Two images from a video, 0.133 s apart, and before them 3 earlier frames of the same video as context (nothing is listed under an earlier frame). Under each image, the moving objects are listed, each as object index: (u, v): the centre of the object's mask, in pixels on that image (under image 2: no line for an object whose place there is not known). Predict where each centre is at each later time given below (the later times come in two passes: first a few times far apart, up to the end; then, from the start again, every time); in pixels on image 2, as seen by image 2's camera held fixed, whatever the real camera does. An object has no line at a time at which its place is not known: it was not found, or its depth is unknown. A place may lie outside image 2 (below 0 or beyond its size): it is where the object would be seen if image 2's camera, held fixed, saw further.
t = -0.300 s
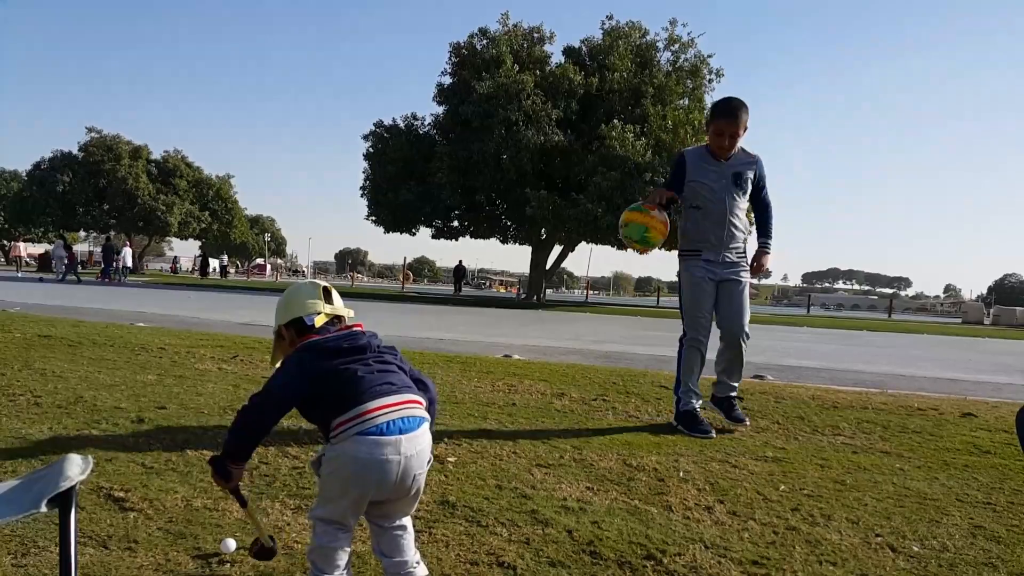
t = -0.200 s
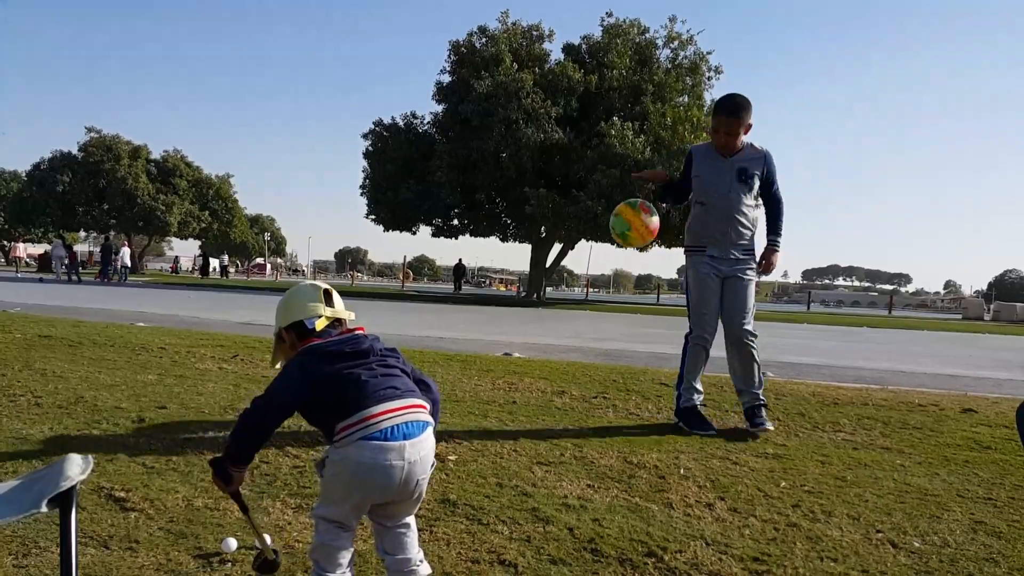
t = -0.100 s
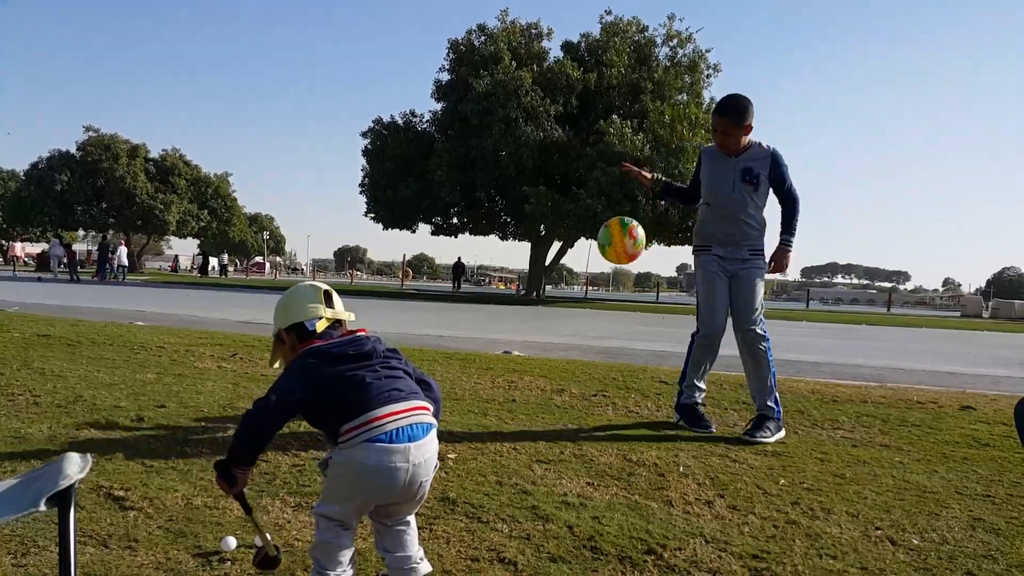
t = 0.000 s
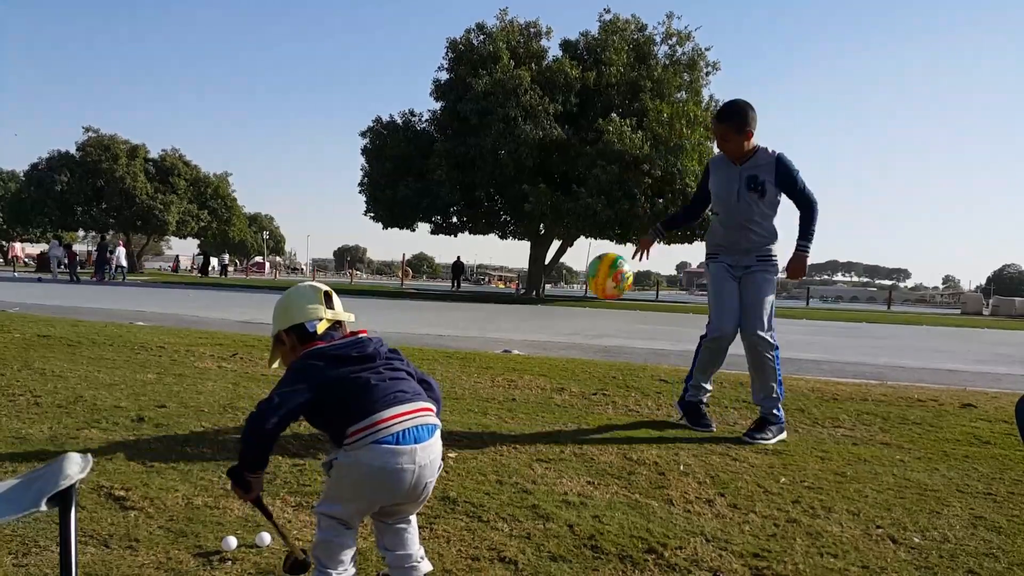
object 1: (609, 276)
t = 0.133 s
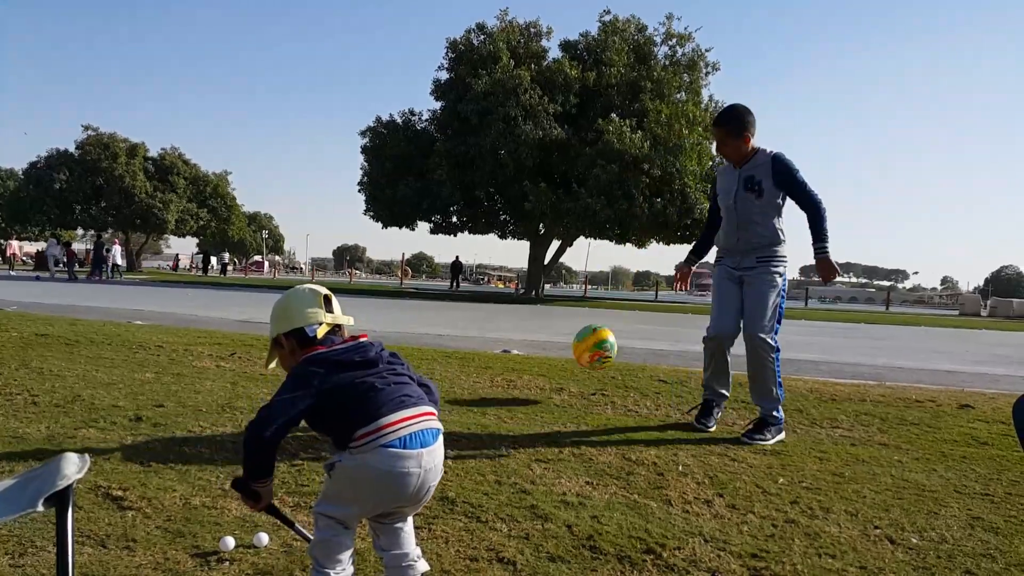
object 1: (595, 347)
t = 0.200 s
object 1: (590, 372)
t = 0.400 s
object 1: (592, 297)
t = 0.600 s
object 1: (591, 284)
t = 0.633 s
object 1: (590, 288)
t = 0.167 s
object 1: (592, 369)
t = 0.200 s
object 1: (590, 372)
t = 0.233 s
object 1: (590, 355)
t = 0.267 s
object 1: (590, 340)
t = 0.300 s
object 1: (591, 327)
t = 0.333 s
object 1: (591, 315)
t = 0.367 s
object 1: (592, 305)
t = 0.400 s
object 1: (592, 297)
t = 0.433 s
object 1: (592, 290)
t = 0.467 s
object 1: (592, 286)
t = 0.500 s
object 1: (592, 283)
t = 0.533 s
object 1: (592, 282)
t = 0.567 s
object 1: (592, 282)
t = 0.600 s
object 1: (591, 284)
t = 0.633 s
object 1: (590, 288)
